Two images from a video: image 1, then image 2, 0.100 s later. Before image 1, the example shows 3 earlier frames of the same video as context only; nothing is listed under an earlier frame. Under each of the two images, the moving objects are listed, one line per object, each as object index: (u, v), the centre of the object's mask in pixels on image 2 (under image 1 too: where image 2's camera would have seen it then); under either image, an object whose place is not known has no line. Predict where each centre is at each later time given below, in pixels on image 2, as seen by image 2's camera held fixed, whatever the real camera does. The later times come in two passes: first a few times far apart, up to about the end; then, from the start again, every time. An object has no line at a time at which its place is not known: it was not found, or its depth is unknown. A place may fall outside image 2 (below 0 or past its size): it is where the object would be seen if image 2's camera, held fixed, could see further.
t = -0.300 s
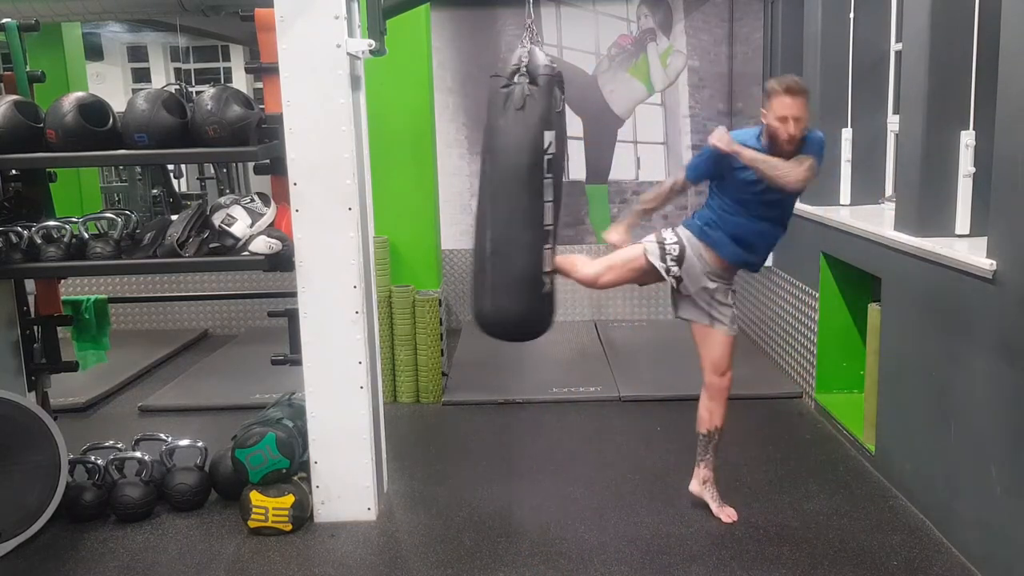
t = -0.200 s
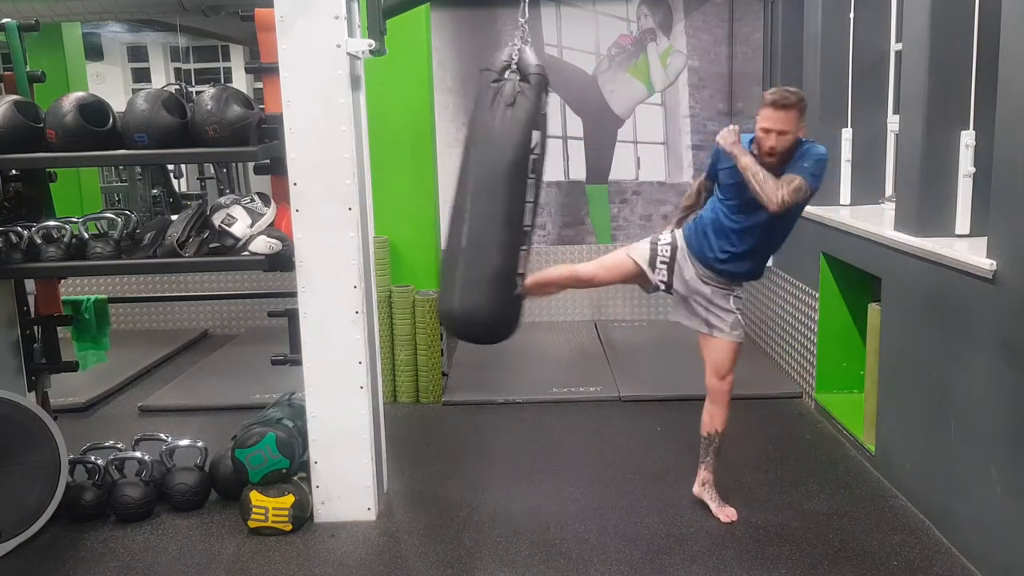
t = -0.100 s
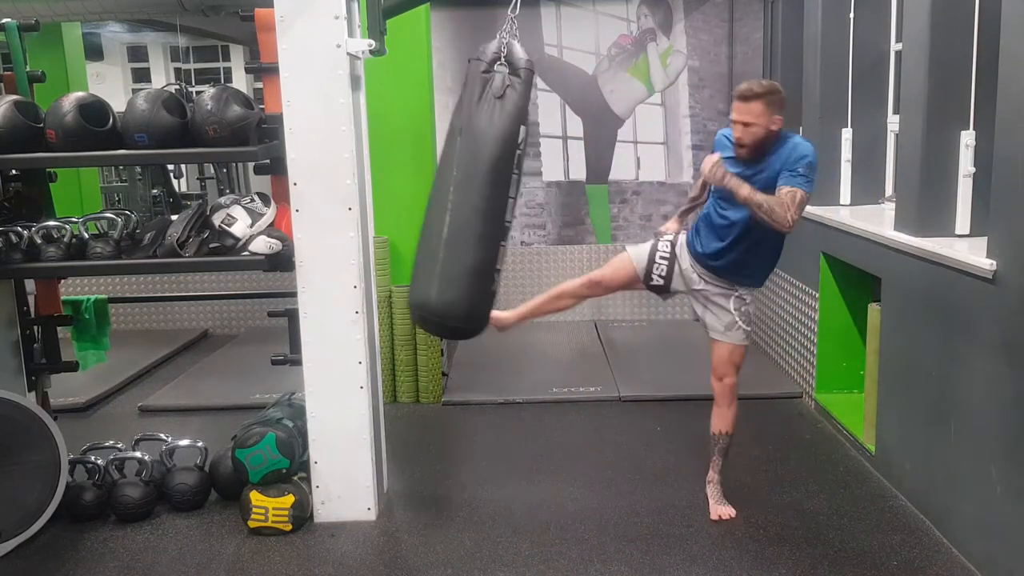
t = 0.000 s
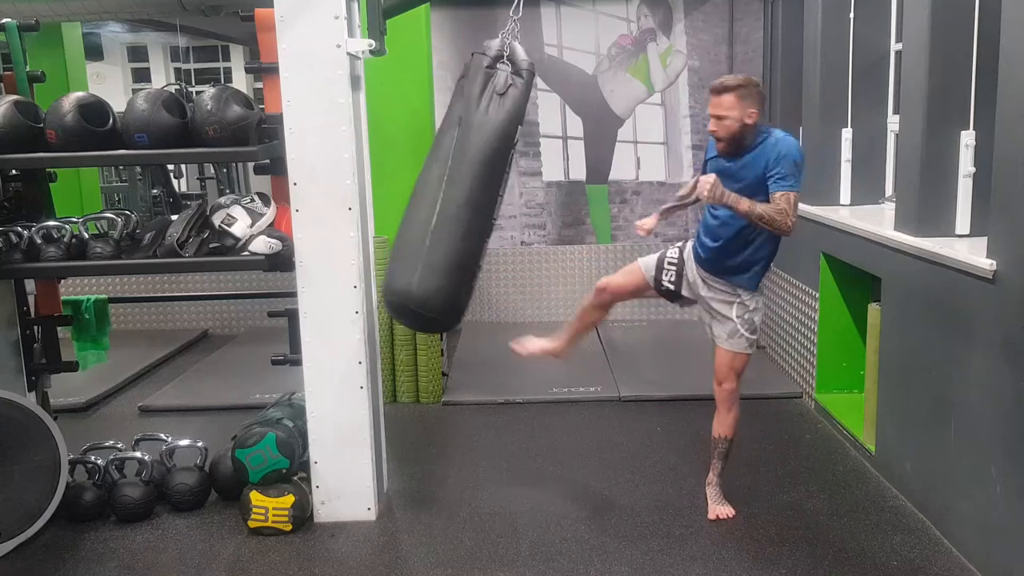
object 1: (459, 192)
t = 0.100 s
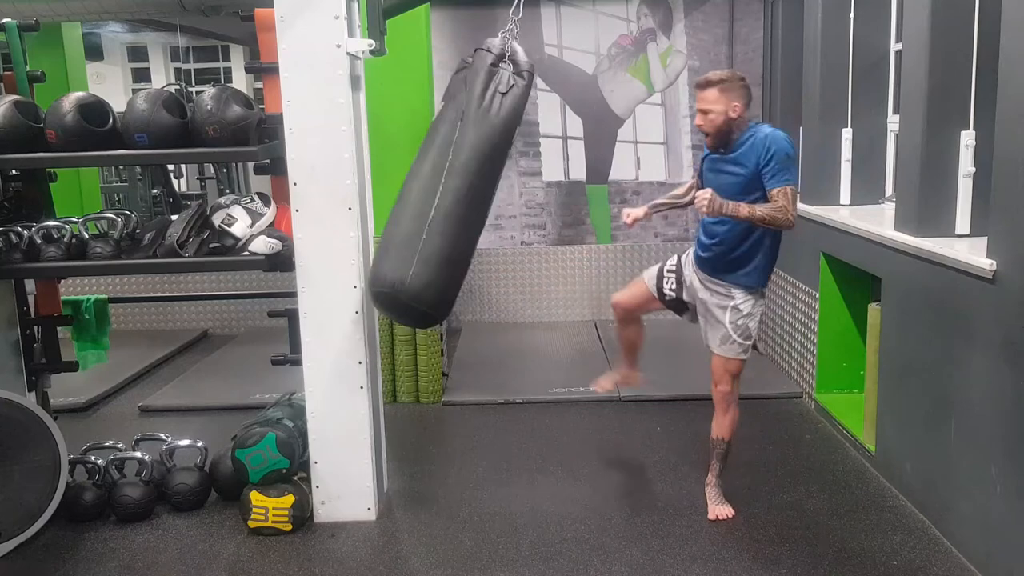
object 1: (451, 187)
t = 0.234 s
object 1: (450, 184)
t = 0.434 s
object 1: (476, 193)
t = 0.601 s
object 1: (511, 199)
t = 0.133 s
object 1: (449, 187)
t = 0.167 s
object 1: (449, 186)
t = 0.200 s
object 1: (449, 185)
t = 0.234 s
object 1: (450, 184)
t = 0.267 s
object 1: (453, 185)
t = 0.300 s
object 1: (456, 186)
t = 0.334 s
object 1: (461, 188)
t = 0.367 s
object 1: (466, 189)
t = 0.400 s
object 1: (470, 191)
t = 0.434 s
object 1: (476, 193)
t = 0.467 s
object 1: (482, 195)
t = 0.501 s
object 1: (488, 196)
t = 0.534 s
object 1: (496, 197)
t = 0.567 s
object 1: (503, 198)
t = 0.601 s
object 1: (511, 199)
